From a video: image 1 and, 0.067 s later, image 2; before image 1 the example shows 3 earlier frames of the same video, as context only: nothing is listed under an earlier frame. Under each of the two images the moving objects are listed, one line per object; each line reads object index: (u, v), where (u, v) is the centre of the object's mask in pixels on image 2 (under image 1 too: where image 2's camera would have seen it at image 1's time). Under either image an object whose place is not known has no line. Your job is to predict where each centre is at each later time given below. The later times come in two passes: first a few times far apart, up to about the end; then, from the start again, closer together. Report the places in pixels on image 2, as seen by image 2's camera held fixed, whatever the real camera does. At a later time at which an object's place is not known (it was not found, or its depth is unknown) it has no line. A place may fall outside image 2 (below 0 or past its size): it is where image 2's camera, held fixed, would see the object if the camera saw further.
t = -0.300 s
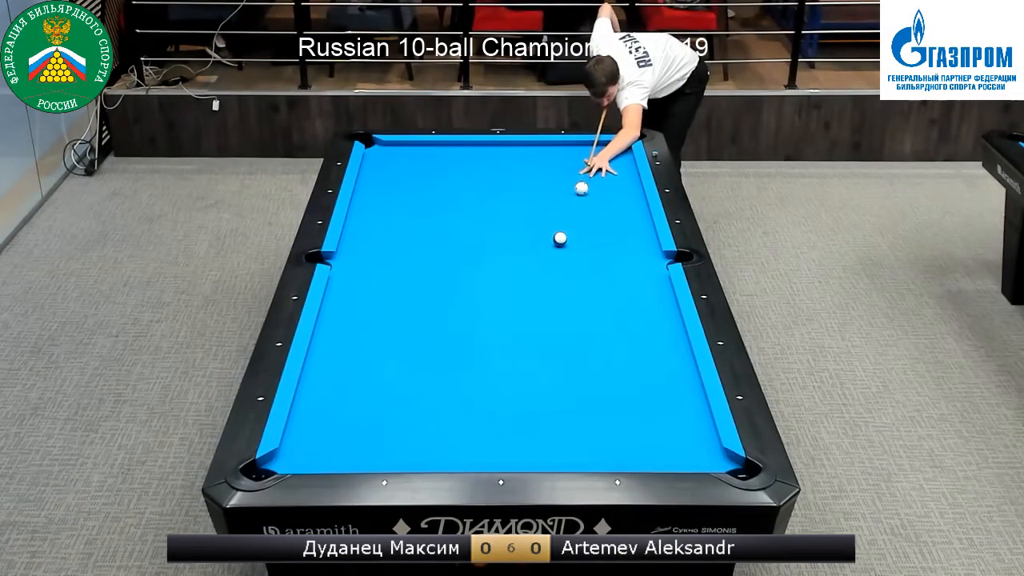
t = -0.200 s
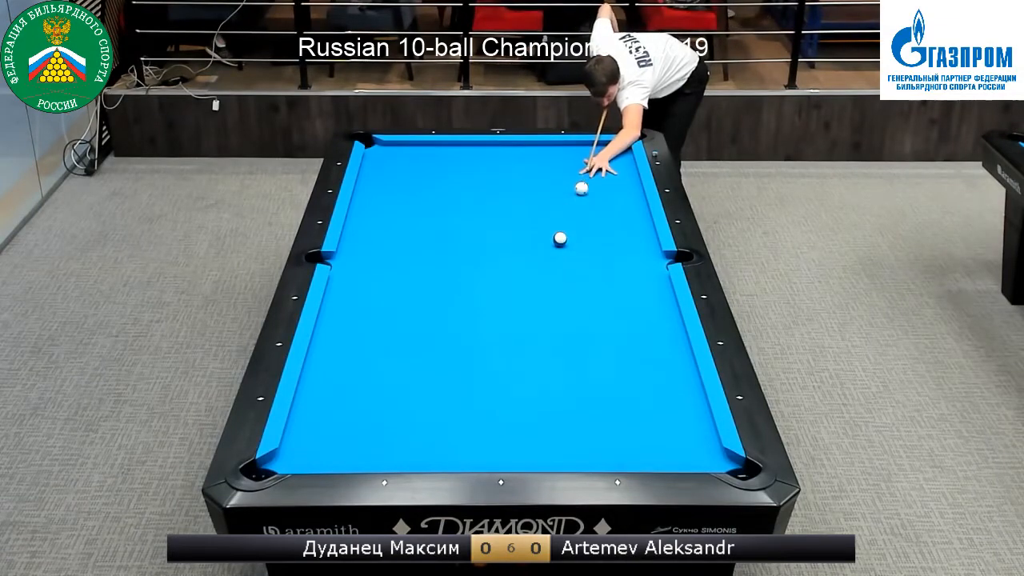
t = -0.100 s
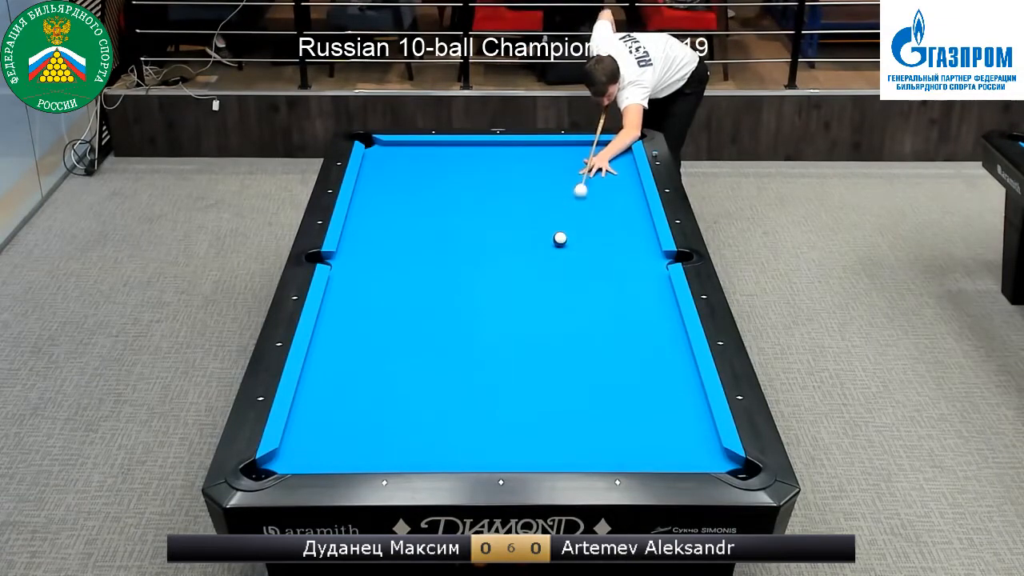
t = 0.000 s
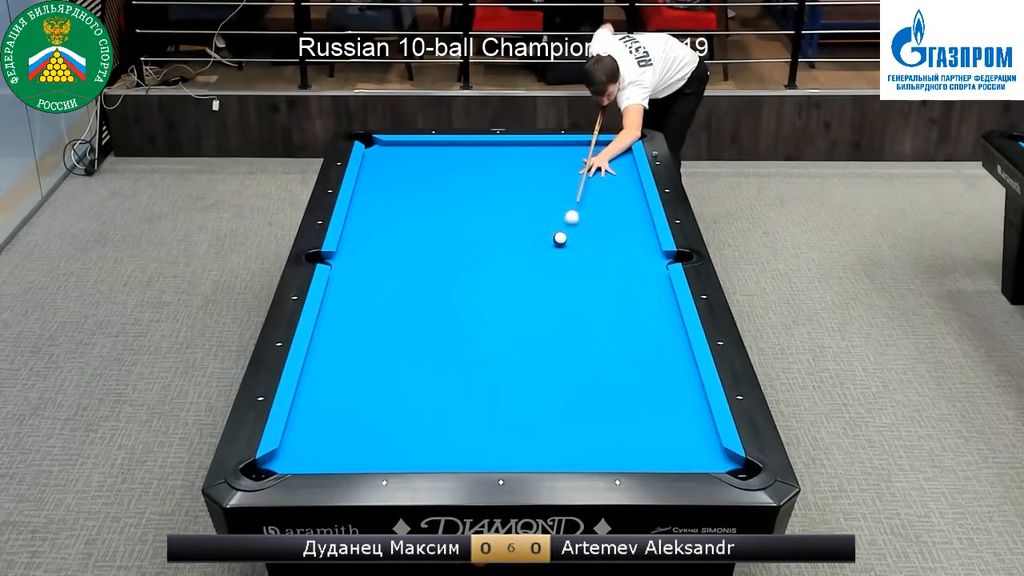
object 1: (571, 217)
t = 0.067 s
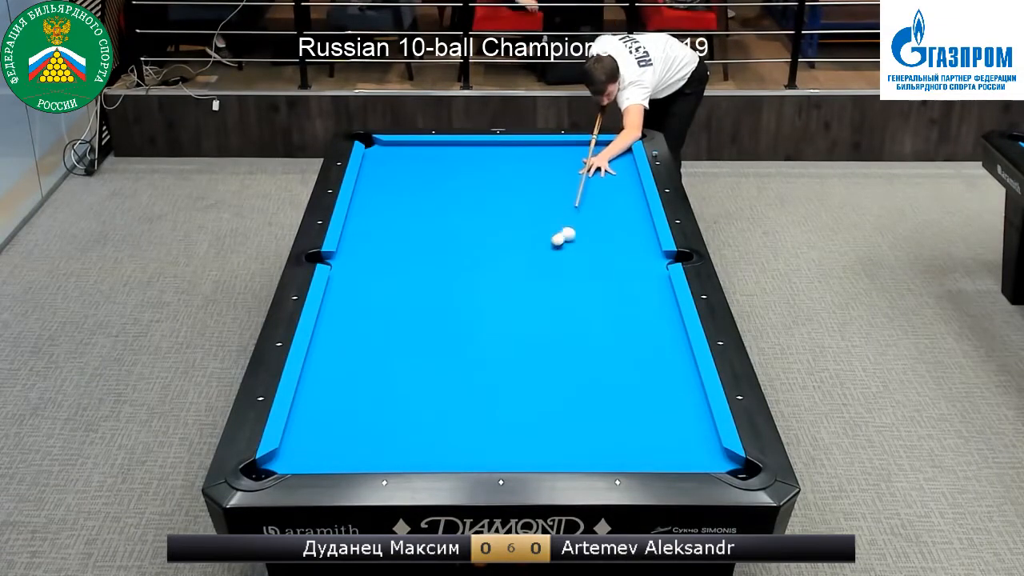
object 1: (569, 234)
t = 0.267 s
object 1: (599, 249)
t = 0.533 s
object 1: (633, 276)
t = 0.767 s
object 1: (665, 302)
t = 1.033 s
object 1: (664, 329)
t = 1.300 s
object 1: (657, 354)
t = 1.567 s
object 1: (648, 383)
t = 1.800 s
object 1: (640, 408)
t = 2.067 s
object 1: (631, 438)
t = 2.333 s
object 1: (620, 452)
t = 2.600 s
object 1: (607, 435)
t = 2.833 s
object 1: (598, 421)
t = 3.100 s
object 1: (588, 407)
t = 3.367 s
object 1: (578, 395)
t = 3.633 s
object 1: (571, 384)
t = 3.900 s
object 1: (564, 374)
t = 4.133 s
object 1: (559, 367)
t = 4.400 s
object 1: (554, 359)
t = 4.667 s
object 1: (549, 353)
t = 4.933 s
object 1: (546, 346)
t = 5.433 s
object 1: (541, 337)
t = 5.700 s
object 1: (538, 338)
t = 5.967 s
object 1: (537, 337)
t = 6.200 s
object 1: (537, 337)
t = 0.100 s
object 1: (574, 236)
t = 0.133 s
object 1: (579, 238)
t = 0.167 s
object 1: (584, 240)
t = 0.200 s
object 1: (590, 242)
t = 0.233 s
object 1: (594, 245)
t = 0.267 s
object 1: (599, 249)
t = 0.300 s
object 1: (603, 252)
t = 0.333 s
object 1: (607, 255)
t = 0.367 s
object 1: (611, 259)
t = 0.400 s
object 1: (616, 262)
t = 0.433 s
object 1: (620, 265)
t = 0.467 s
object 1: (625, 269)
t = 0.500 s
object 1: (629, 273)
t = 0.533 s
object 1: (633, 276)
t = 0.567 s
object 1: (638, 280)
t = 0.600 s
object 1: (642, 283)
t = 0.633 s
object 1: (647, 287)
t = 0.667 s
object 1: (651, 291)
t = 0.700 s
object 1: (656, 294)
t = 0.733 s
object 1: (661, 299)
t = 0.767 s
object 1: (665, 302)
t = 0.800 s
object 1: (670, 306)
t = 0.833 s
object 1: (670, 310)
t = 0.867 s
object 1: (669, 313)
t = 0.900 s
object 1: (668, 316)
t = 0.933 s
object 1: (667, 319)
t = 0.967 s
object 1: (666, 322)
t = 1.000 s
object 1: (666, 325)
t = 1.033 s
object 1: (664, 329)
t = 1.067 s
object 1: (663, 332)
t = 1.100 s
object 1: (662, 335)
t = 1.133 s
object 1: (662, 338)
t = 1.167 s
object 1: (660, 342)
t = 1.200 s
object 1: (659, 345)
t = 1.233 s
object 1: (659, 348)
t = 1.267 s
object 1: (657, 351)
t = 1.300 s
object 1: (657, 354)
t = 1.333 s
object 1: (656, 358)
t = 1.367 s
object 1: (655, 361)
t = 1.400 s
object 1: (654, 364)
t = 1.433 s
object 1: (653, 368)
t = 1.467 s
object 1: (651, 372)
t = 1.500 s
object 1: (650, 376)
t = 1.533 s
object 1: (649, 379)
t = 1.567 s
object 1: (648, 383)
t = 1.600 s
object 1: (646, 386)
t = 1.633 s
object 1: (645, 390)
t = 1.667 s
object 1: (644, 394)
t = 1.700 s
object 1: (643, 397)
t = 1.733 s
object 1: (642, 401)
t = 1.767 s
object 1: (641, 404)
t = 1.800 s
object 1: (640, 408)
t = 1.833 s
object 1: (639, 411)
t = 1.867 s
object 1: (638, 415)
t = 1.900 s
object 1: (636, 419)
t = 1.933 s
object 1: (635, 423)
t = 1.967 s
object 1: (634, 427)
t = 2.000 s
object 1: (633, 430)
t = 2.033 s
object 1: (632, 434)
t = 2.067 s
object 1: (631, 438)
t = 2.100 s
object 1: (629, 442)
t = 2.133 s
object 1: (628, 445)
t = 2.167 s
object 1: (627, 449)
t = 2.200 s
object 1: (626, 452)
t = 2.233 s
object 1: (625, 454)
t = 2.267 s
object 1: (623, 455)
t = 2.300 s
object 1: (622, 453)
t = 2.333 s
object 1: (620, 452)
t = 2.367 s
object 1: (618, 451)
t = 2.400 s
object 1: (617, 449)
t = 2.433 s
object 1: (615, 446)
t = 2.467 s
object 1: (613, 444)
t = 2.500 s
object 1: (612, 442)
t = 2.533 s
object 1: (610, 440)
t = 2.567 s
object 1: (609, 438)
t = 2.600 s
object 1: (607, 435)
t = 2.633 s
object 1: (606, 433)
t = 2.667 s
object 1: (605, 432)
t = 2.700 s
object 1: (603, 429)
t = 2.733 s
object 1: (602, 427)
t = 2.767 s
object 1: (600, 425)
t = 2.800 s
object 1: (599, 424)
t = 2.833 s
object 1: (598, 421)
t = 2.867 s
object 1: (596, 420)
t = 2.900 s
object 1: (595, 418)
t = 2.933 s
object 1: (593, 416)
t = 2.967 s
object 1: (593, 414)
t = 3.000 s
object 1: (591, 412)
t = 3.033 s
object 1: (590, 411)
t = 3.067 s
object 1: (589, 409)
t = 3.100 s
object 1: (588, 407)
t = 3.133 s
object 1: (586, 406)
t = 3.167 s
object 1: (586, 404)
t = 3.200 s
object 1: (584, 402)
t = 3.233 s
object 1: (583, 401)
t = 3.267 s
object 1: (582, 399)
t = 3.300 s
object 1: (581, 398)
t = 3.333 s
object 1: (579, 396)
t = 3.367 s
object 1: (578, 395)
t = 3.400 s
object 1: (578, 393)
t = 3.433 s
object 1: (576, 392)
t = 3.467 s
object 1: (575, 390)
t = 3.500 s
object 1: (574, 389)
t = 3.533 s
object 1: (573, 388)
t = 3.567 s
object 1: (572, 386)
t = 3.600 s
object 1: (572, 385)
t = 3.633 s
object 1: (571, 384)
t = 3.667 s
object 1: (570, 383)
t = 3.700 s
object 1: (569, 381)
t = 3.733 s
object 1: (568, 380)
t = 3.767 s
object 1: (567, 379)
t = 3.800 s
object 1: (566, 378)
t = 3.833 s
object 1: (565, 376)
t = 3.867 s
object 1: (565, 375)
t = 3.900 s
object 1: (564, 374)
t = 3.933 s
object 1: (563, 373)
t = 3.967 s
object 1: (562, 372)
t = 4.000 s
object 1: (562, 371)
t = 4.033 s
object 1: (561, 370)
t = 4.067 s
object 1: (560, 369)
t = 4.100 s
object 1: (559, 368)
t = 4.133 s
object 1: (559, 367)
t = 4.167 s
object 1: (558, 366)
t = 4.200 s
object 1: (557, 365)
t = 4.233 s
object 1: (557, 363)
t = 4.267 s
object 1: (556, 362)
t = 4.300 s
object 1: (556, 362)
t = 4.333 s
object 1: (555, 361)
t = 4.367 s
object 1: (554, 360)
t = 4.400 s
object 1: (554, 359)
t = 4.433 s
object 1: (553, 358)
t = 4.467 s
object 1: (553, 357)
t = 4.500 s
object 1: (552, 357)
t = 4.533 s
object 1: (551, 356)
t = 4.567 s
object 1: (551, 355)
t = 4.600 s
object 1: (550, 354)
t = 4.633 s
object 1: (550, 354)
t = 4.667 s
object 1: (549, 353)
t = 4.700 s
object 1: (548, 352)
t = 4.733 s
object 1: (548, 352)
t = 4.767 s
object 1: (547, 351)
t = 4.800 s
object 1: (547, 350)
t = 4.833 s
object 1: (547, 350)
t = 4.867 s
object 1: (546, 349)
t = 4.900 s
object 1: (545, 348)
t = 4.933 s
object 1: (546, 346)
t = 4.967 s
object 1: (546, 343)
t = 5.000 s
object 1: (546, 341)
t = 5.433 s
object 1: (541, 337)
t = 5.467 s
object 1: (540, 339)
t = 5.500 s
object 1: (539, 340)
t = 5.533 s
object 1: (539, 340)
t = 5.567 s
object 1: (539, 339)
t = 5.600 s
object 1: (539, 339)
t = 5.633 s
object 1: (538, 339)
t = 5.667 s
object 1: (538, 339)
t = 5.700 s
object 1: (538, 338)
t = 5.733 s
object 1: (538, 338)
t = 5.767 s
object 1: (538, 338)
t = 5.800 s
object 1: (538, 338)
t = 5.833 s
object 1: (538, 338)
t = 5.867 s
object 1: (538, 337)
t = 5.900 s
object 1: (537, 337)
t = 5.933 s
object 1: (537, 337)
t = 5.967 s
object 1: (537, 337)
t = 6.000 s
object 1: (537, 337)
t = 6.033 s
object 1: (537, 337)
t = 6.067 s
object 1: (537, 337)
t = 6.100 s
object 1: (537, 337)
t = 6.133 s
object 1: (537, 337)
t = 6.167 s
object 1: (537, 337)
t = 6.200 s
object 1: (537, 337)
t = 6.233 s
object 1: (537, 337)
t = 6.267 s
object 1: (537, 337)
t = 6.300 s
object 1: (537, 337)
